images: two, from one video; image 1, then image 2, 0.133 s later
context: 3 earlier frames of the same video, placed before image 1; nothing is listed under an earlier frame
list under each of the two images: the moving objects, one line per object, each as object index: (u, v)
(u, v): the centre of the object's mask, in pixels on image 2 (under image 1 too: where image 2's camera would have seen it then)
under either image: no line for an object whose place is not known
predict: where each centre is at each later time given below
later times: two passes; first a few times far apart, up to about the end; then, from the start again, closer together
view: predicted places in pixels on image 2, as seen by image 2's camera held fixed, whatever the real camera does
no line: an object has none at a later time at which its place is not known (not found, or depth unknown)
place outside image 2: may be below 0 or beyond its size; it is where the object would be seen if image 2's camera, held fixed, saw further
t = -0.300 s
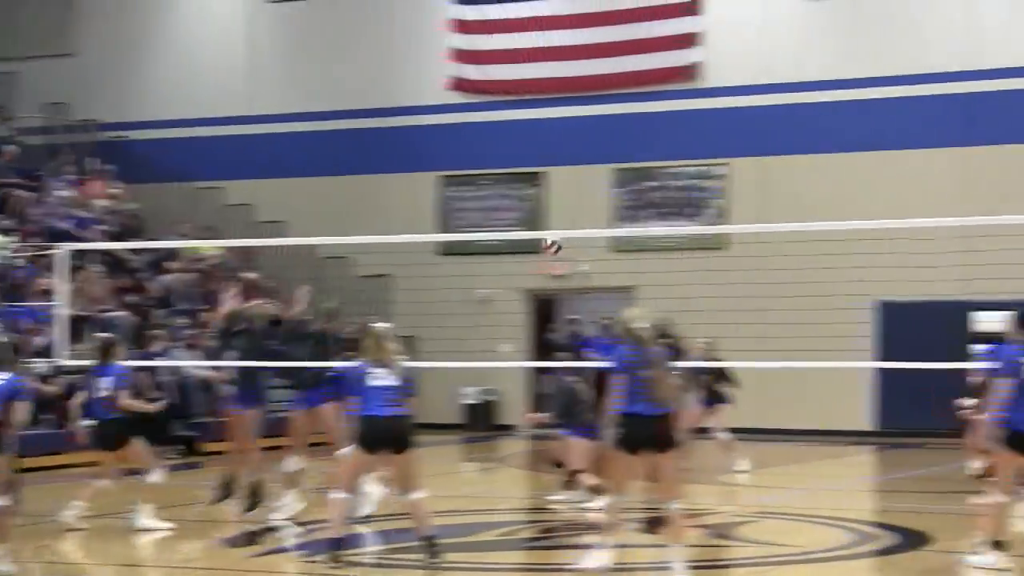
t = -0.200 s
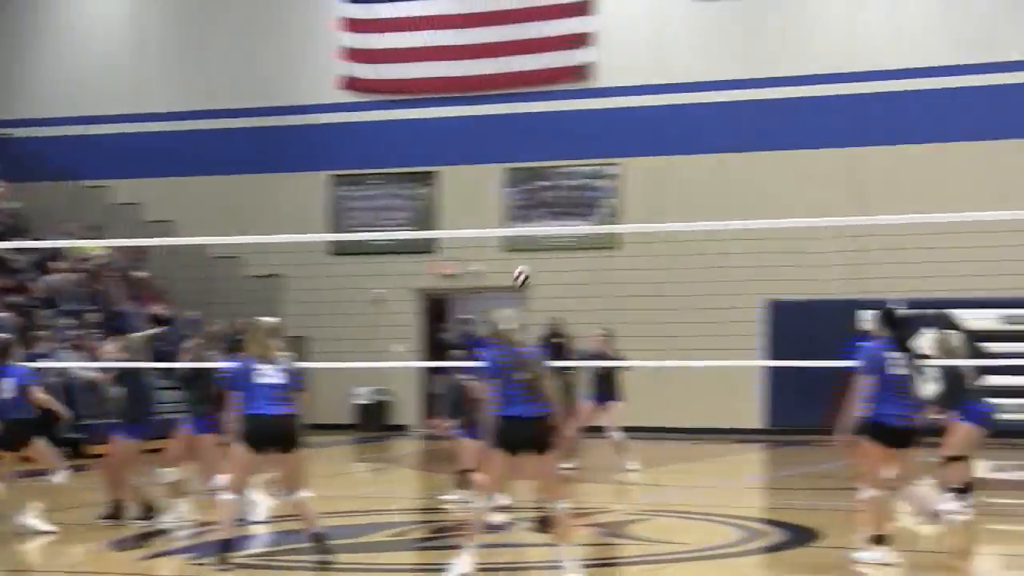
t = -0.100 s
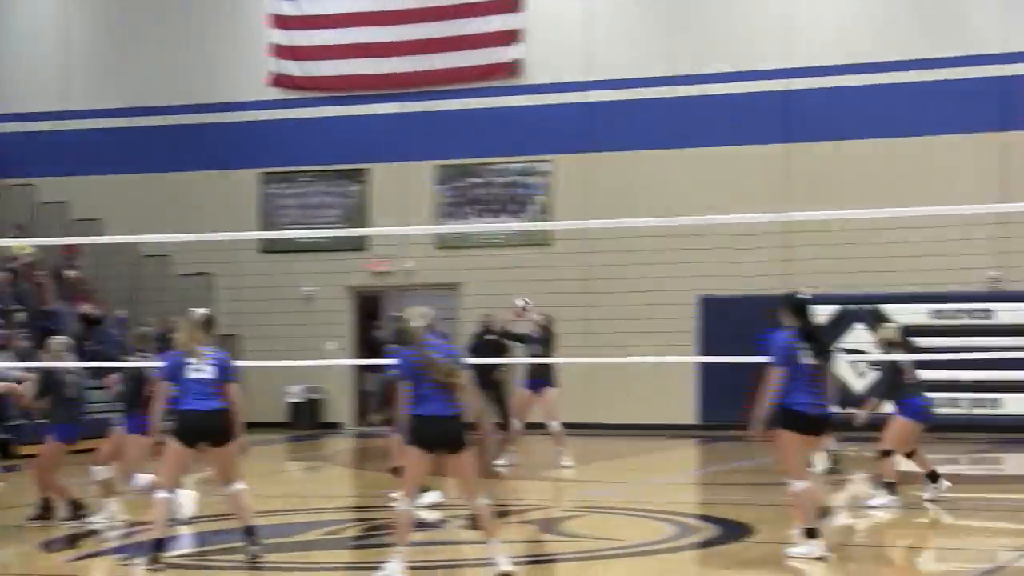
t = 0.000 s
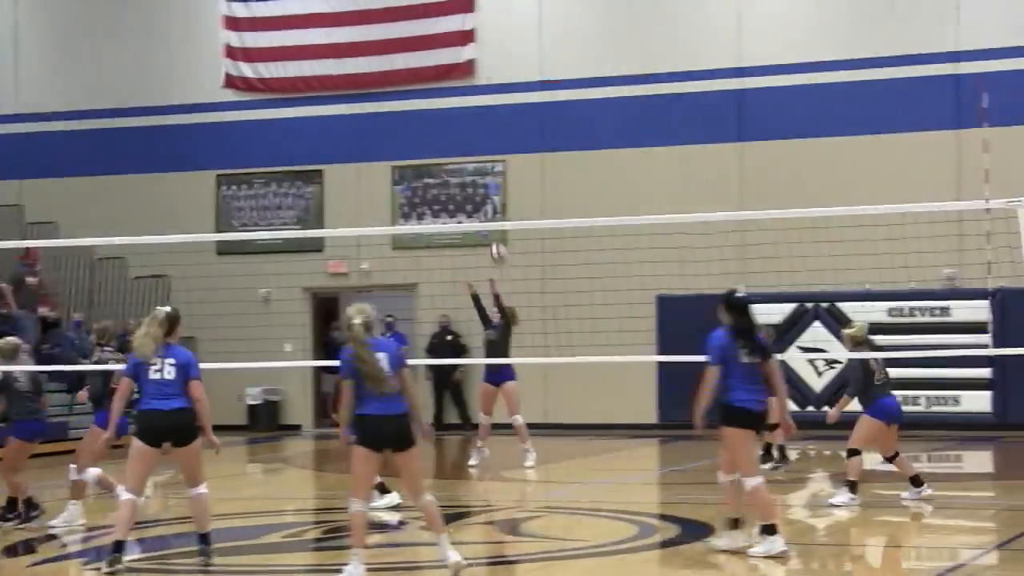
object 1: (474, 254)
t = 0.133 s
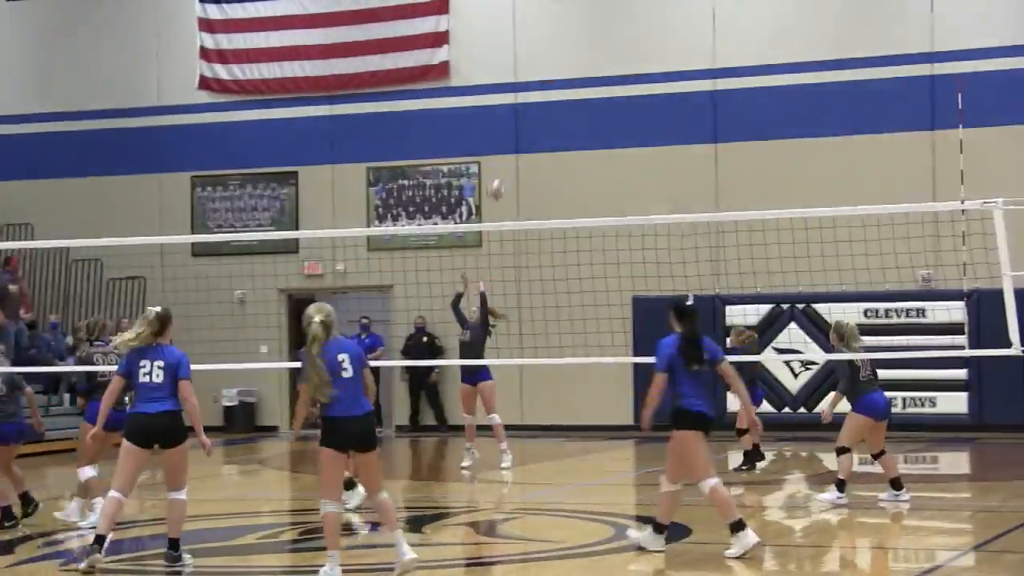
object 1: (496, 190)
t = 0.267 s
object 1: (516, 143)
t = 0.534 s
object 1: (558, 102)
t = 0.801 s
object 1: (600, 120)
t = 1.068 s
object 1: (636, 193)
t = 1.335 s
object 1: (671, 317)
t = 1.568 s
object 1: (699, 420)
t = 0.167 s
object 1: (500, 177)
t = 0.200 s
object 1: (506, 166)
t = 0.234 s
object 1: (511, 153)
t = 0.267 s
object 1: (516, 143)
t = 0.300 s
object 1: (521, 134)
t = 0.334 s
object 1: (527, 127)
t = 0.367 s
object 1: (533, 120)
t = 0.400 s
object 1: (538, 114)
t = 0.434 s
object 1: (543, 108)
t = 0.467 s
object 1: (548, 105)
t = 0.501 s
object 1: (553, 104)
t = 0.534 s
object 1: (558, 102)
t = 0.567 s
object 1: (564, 100)
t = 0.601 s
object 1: (569, 100)
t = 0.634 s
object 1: (575, 102)
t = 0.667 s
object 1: (580, 104)
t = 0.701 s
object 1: (585, 106)
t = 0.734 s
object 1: (589, 110)
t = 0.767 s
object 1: (594, 114)
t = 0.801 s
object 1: (600, 120)
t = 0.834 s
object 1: (604, 126)
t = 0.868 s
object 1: (609, 134)
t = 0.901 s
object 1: (613, 140)
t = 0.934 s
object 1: (618, 149)
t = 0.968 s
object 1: (622, 159)
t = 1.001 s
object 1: (627, 171)
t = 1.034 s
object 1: (632, 182)
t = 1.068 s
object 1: (636, 193)
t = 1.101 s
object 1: (640, 206)
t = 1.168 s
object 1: (649, 234)
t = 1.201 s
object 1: (653, 250)
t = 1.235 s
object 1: (658, 264)
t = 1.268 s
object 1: (661, 280)
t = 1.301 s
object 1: (667, 302)
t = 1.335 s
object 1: (671, 317)
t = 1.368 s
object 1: (676, 337)
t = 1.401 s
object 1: (680, 351)
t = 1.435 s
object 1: (684, 376)
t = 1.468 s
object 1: (688, 397)
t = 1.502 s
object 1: (691, 419)
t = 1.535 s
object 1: (695, 434)
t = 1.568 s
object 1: (699, 420)
